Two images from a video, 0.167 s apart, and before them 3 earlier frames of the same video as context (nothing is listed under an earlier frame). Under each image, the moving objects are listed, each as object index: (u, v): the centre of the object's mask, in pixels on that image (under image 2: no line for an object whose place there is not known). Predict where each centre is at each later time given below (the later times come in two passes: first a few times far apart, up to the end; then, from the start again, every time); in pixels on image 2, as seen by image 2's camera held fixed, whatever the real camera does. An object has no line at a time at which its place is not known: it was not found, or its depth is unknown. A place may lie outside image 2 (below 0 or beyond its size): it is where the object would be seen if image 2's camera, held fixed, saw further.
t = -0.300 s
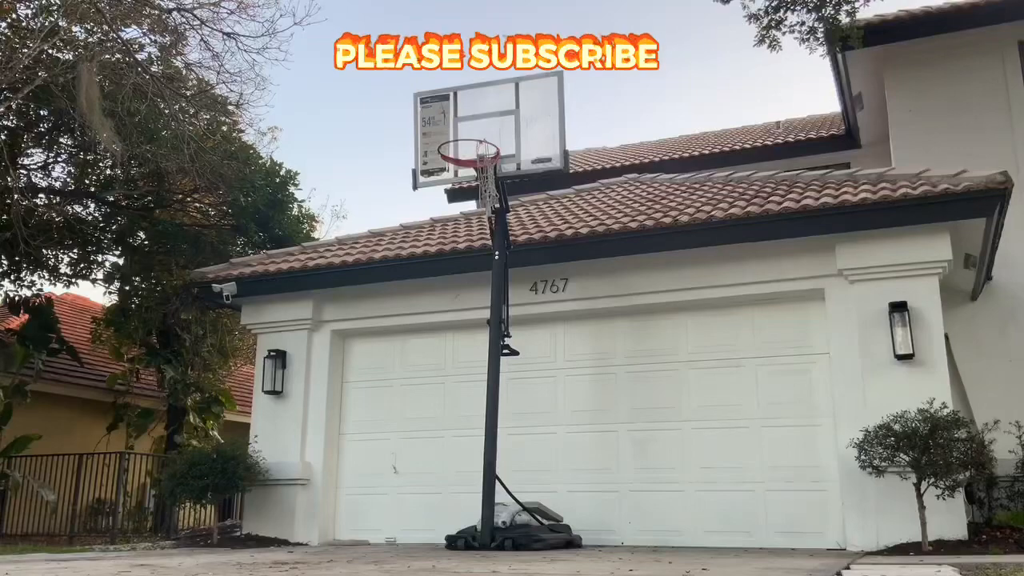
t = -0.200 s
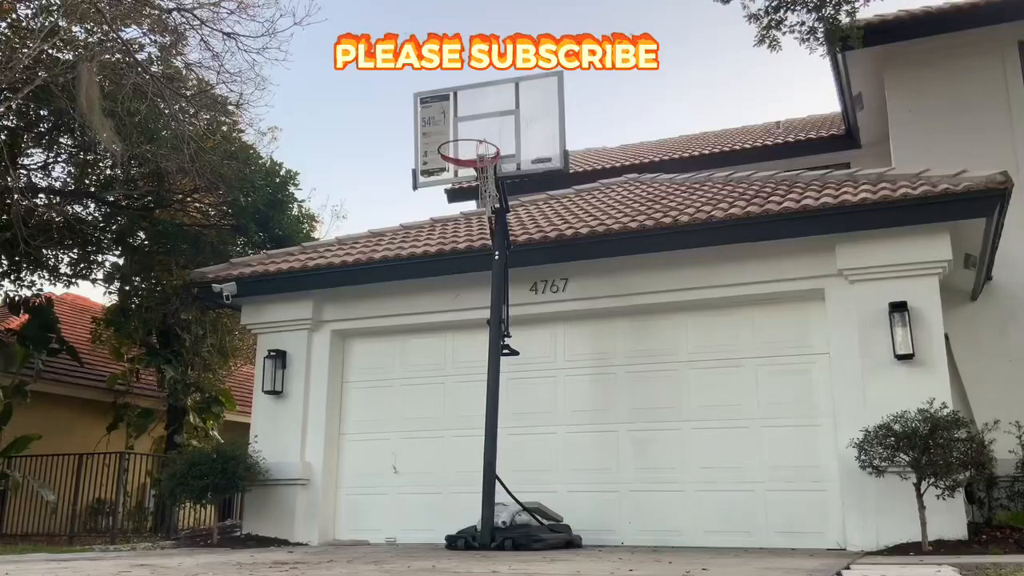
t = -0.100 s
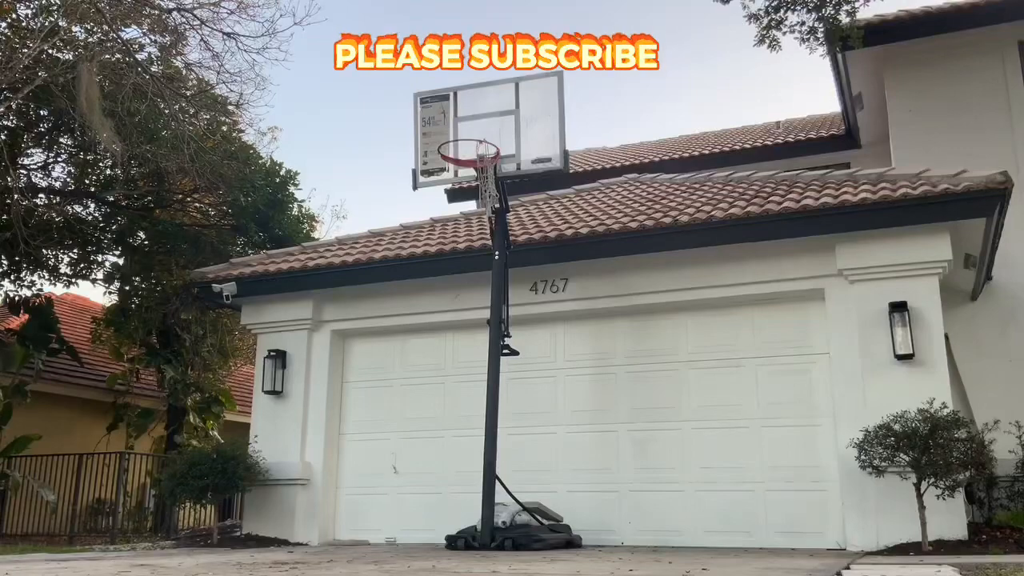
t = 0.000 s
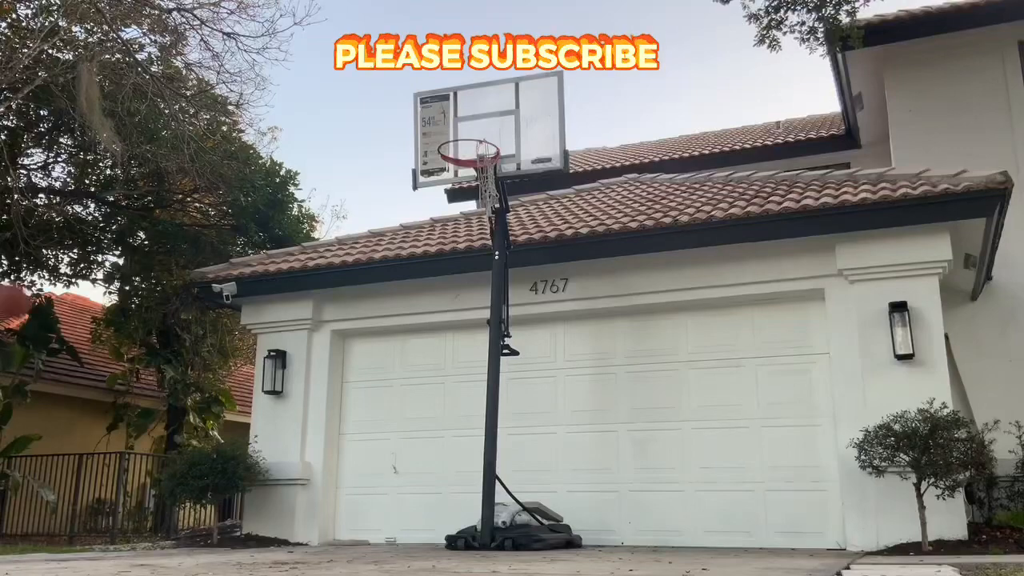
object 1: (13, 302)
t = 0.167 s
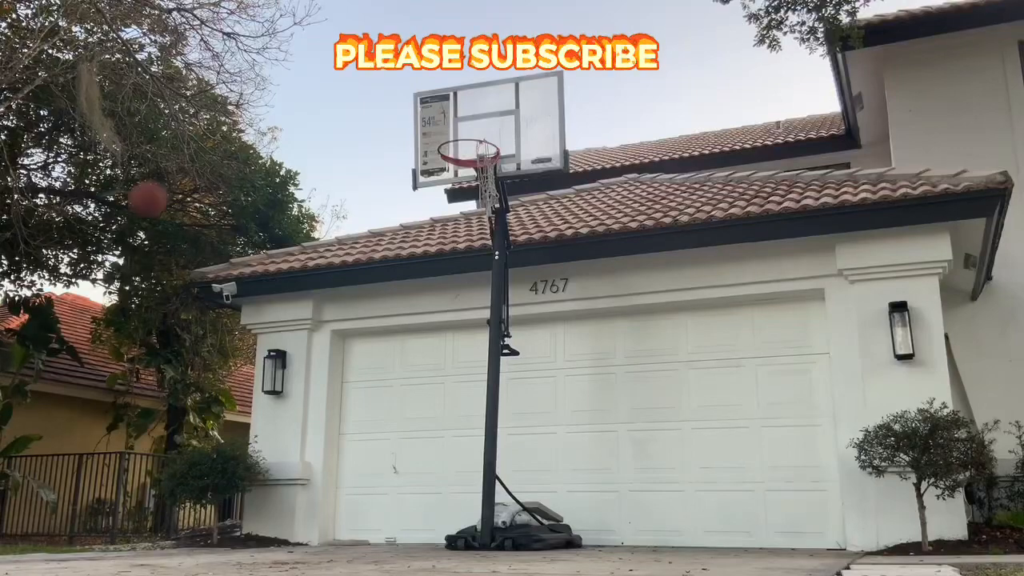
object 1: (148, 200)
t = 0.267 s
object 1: (218, 164)
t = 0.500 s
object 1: (350, 138)
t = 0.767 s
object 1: (433, 162)
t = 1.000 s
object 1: (368, 195)
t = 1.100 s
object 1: (339, 230)
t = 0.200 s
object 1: (172, 186)
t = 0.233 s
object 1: (195, 174)
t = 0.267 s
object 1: (218, 164)
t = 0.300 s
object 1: (237, 155)
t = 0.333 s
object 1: (256, 151)
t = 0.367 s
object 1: (278, 144)
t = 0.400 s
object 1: (297, 140)
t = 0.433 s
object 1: (315, 138)
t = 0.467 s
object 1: (333, 138)
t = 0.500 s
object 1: (350, 138)
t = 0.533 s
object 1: (368, 140)
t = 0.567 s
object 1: (384, 143)
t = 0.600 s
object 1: (400, 147)
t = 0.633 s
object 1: (417, 153)
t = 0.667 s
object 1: (431, 160)
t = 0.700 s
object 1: (440, 163)
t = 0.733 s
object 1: (439, 162)
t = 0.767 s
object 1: (433, 162)
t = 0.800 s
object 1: (425, 162)
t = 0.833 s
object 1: (415, 164)
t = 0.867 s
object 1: (406, 167)
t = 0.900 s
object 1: (397, 172)
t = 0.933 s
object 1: (387, 179)
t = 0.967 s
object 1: (378, 186)
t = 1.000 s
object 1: (368, 195)
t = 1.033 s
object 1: (359, 205)
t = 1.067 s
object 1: (348, 216)
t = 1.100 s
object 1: (339, 230)
